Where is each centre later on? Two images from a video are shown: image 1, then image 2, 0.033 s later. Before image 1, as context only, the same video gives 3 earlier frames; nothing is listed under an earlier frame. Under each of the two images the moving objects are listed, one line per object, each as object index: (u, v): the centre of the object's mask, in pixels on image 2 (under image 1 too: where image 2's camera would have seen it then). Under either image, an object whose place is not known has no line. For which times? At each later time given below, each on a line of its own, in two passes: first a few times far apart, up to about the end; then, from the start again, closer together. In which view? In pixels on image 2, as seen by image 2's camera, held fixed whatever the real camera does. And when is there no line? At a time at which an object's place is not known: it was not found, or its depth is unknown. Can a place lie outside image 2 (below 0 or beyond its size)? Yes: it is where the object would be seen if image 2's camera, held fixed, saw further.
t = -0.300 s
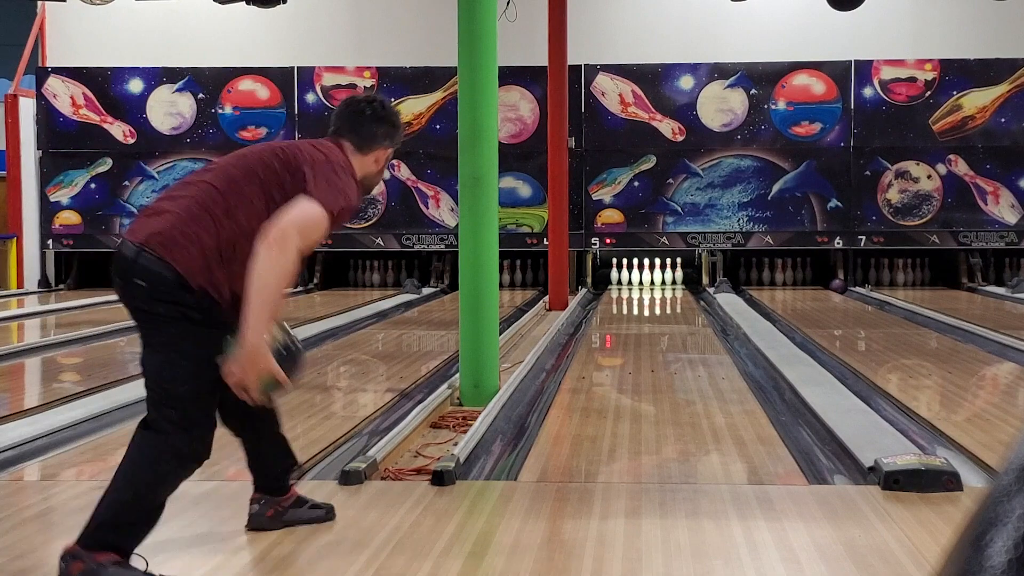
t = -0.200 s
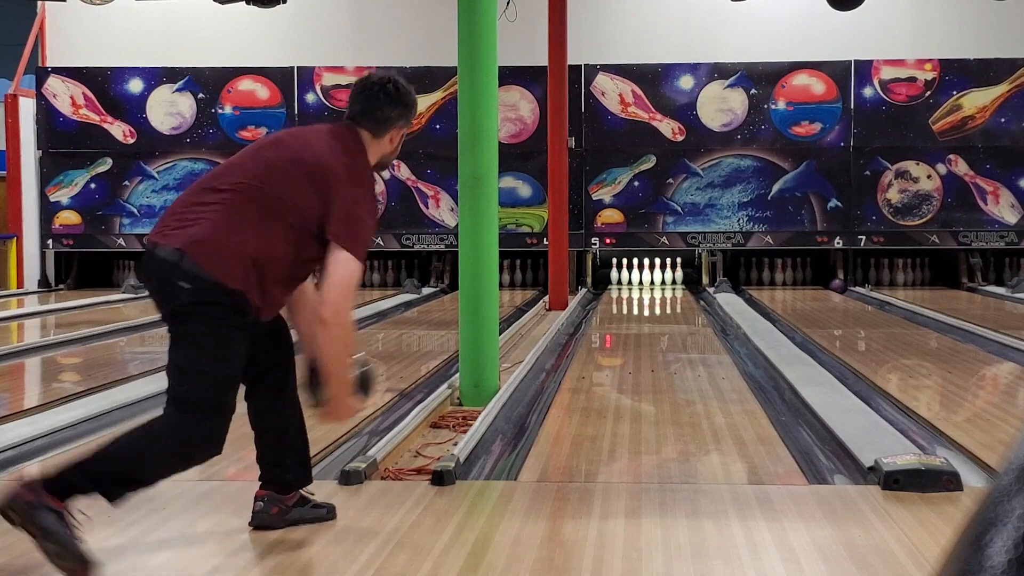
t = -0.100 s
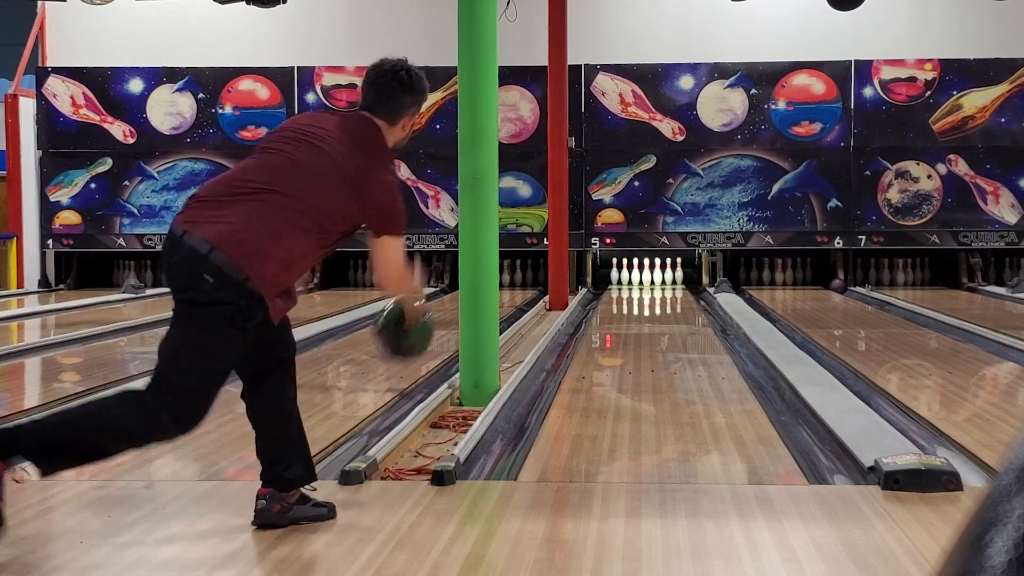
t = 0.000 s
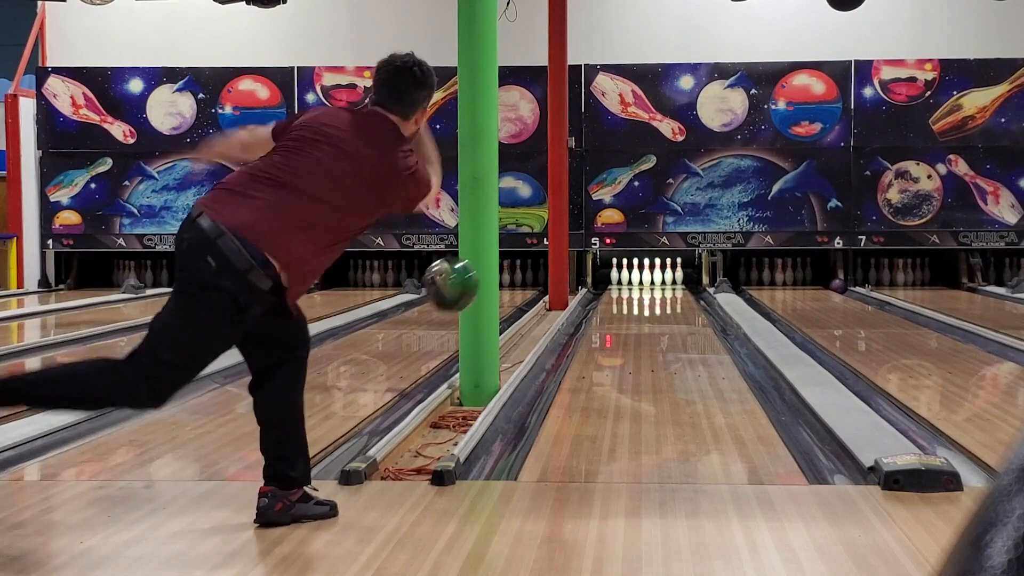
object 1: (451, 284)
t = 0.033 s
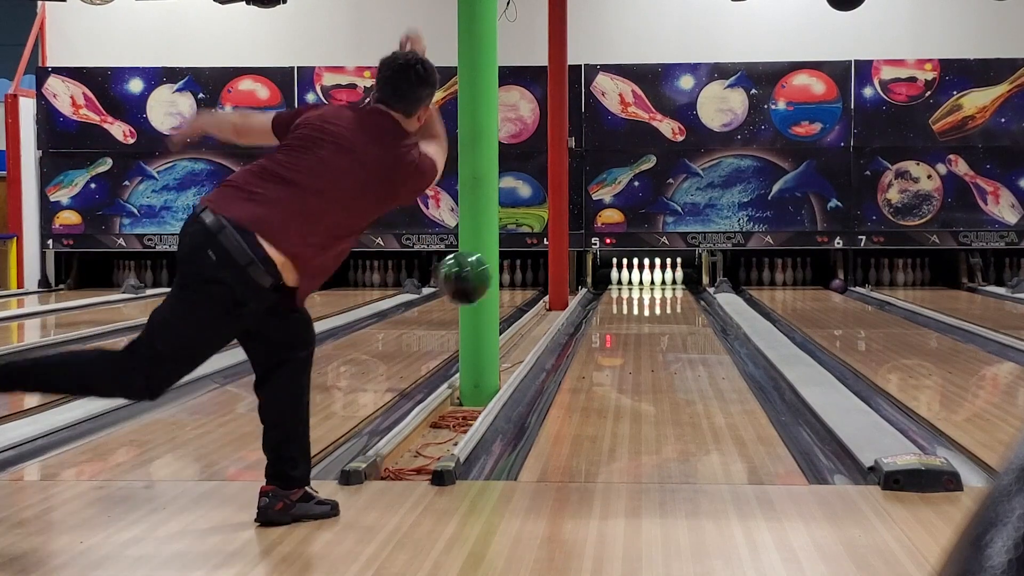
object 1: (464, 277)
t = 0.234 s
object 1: (529, 290)
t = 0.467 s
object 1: (585, 364)
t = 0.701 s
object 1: (616, 343)
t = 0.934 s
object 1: (642, 328)
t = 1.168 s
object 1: (659, 316)
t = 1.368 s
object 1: (668, 307)
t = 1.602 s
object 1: (674, 300)
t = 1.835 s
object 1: (677, 294)
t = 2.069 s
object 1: (675, 288)
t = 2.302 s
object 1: (667, 283)
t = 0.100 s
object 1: (489, 272)
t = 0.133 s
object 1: (500, 273)
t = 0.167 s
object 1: (510, 276)
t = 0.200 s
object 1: (521, 282)
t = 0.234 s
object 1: (529, 290)
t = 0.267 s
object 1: (538, 299)
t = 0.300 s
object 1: (546, 310)
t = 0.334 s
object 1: (555, 324)
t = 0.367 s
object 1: (562, 337)
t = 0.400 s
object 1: (569, 351)
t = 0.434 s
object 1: (577, 368)
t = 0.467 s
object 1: (585, 364)
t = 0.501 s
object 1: (588, 352)
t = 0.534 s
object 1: (593, 345)
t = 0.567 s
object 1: (598, 342)
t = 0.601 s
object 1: (603, 340)
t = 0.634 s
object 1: (608, 340)
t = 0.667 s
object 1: (612, 341)
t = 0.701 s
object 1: (616, 343)
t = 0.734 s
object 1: (622, 340)
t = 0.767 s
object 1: (626, 338)
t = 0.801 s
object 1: (630, 335)
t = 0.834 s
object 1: (633, 333)
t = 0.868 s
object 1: (636, 332)
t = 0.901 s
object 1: (639, 330)
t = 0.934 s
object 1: (642, 328)
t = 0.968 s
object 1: (645, 326)
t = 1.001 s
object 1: (648, 324)
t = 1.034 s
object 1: (650, 322)
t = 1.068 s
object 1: (653, 321)
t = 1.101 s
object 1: (655, 319)
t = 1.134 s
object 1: (657, 318)
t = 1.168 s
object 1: (659, 316)
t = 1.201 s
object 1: (660, 314)
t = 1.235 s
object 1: (662, 313)
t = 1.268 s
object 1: (663, 311)
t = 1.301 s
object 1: (665, 310)
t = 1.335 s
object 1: (667, 309)
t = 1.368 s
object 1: (668, 307)
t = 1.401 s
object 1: (669, 306)
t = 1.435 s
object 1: (671, 305)
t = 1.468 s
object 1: (671, 305)
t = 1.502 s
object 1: (672, 303)
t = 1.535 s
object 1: (673, 302)
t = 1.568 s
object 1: (674, 301)
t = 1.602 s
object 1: (674, 300)
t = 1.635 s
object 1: (675, 299)
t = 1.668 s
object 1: (676, 298)
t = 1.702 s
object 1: (676, 297)
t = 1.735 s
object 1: (677, 296)
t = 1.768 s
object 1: (677, 295)
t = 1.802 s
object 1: (677, 294)
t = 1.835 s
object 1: (677, 294)
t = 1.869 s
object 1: (677, 293)
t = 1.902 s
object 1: (677, 292)
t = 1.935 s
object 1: (677, 291)
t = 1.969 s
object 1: (676, 290)
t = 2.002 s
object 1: (676, 289)
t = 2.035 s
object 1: (675, 289)
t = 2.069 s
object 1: (675, 288)
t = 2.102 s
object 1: (674, 287)
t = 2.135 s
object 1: (673, 286)
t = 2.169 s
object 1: (672, 286)
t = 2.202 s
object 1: (671, 285)
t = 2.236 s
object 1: (670, 285)
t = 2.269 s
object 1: (669, 284)
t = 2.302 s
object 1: (667, 283)
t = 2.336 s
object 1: (665, 283)
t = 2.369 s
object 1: (664, 282)
